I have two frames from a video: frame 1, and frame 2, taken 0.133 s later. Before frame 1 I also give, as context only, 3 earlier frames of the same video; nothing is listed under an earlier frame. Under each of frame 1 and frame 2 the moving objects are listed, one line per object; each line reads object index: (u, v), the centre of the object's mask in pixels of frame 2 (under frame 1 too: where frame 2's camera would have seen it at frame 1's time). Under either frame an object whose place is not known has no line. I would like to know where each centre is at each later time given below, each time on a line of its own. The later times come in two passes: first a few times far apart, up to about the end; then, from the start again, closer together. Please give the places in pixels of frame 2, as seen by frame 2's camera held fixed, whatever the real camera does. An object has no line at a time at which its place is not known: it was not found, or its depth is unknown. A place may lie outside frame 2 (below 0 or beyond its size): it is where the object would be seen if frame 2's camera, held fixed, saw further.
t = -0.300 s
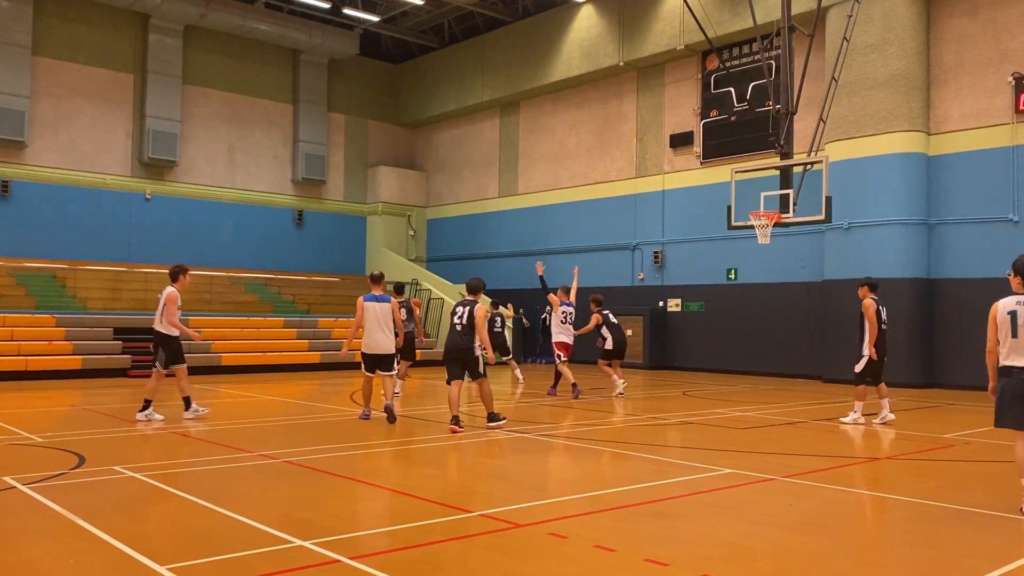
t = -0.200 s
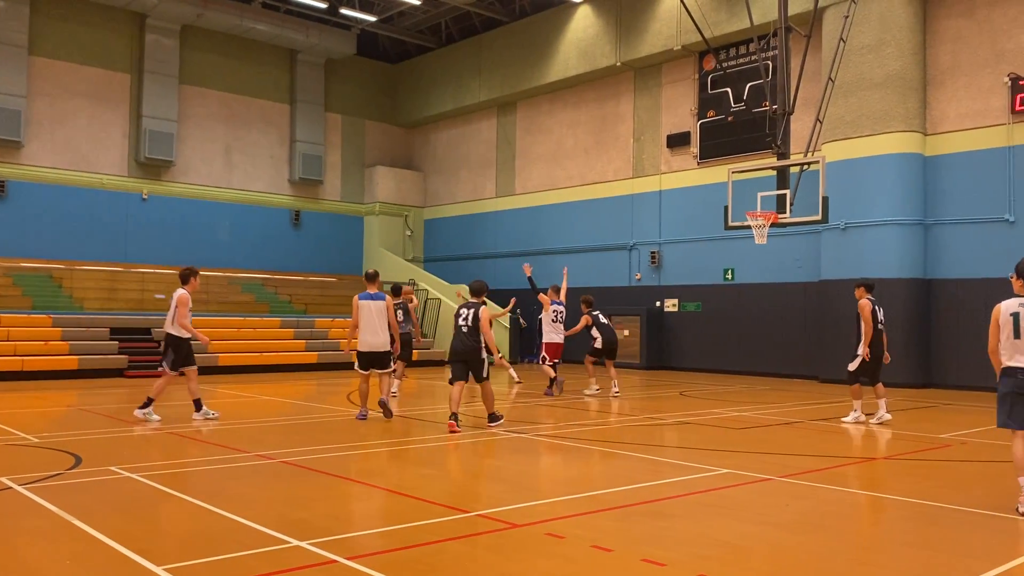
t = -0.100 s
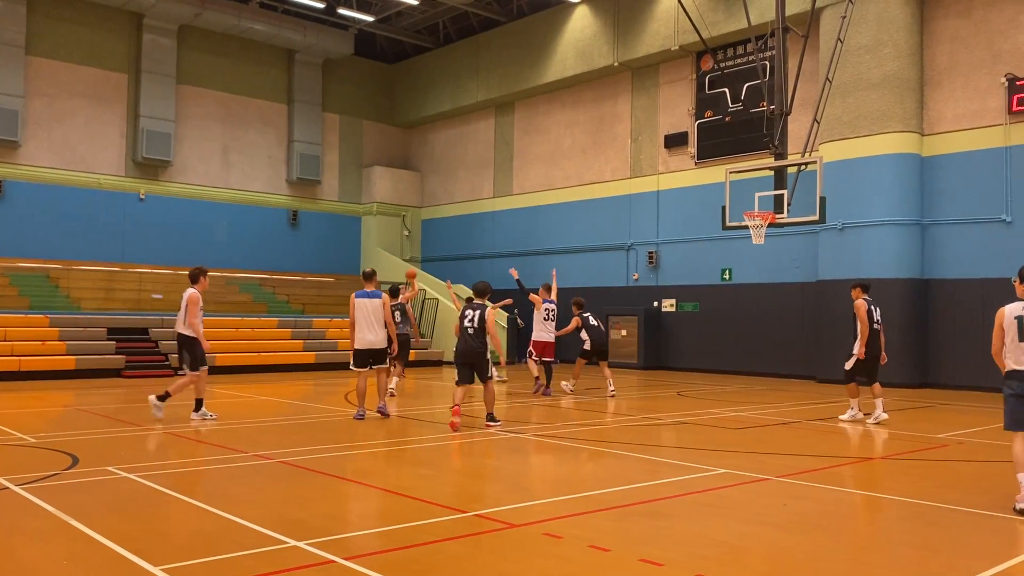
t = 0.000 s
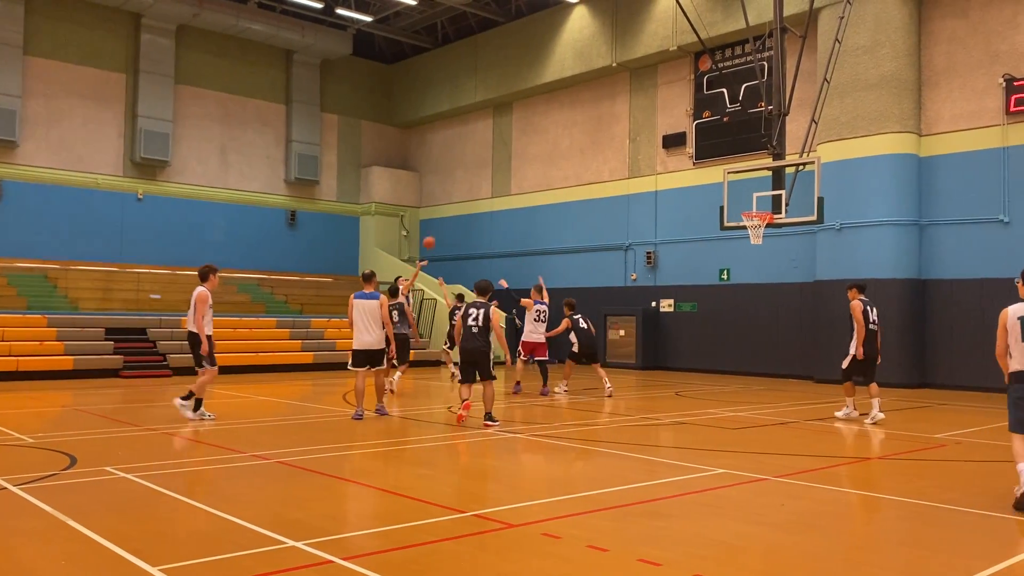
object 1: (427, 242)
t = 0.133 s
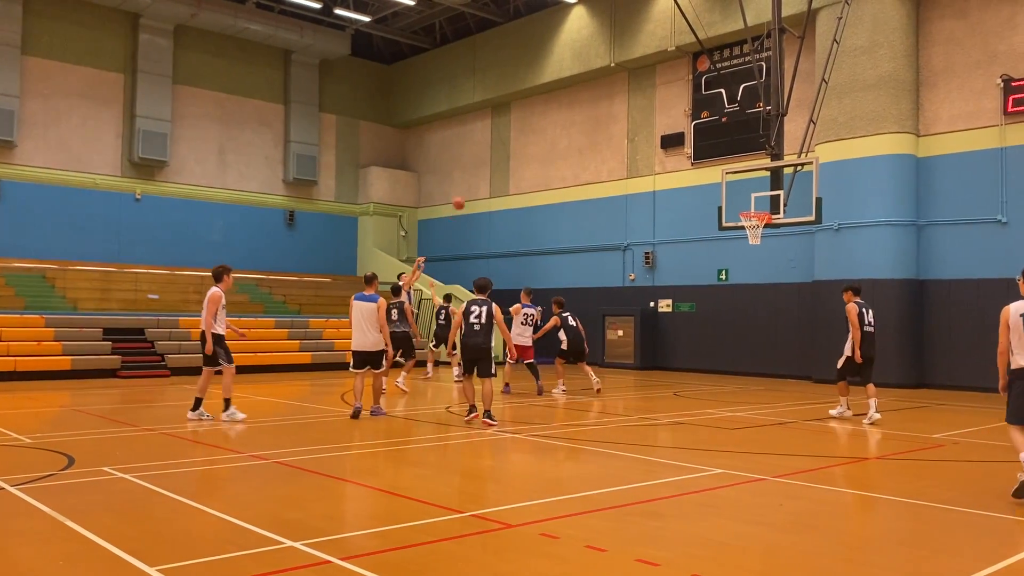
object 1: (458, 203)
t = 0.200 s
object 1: (475, 187)
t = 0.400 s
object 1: (525, 149)
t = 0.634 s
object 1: (584, 129)
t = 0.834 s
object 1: (638, 134)
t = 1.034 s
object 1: (694, 161)
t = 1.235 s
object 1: (753, 209)
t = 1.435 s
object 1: (778, 234)
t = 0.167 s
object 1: (467, 195)
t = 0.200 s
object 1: (475, 187)
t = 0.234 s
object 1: (483, 179)
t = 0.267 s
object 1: (491, 172)
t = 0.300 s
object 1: (500, 165)
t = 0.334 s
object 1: (508, 159)
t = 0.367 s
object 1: (516, 154)
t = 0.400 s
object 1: (525, 149)
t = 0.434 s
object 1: (533, 145)
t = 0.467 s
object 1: (541, 141)
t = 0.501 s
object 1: (549, 137)
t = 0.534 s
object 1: (558, 134)
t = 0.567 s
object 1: (567, 133)
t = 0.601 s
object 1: (575, 130)
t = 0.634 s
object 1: (584, 129)
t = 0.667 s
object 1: (593, 128)
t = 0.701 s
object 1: (602, 128)
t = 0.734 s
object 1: (611, 129)
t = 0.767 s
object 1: (620, 130)
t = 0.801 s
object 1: (629, 132)
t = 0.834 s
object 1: (638, 134)
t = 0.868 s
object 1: (647, 137)
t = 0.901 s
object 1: (657, 141)
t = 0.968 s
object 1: (675, 149)
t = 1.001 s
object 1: (685, 155)
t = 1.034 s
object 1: (694, 161)
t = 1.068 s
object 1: (704, 168)
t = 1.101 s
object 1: (714, 175)
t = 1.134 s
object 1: (723, 184)
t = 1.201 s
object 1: (742, 201)
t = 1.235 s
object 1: (753, 209)
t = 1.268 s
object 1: (763, 224)
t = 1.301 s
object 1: (769, 227)
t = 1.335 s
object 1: (771, 228)
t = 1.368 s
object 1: (773, 229)
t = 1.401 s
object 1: (776, 231)
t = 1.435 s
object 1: (778, 234)
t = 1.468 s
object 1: (781, 238)
